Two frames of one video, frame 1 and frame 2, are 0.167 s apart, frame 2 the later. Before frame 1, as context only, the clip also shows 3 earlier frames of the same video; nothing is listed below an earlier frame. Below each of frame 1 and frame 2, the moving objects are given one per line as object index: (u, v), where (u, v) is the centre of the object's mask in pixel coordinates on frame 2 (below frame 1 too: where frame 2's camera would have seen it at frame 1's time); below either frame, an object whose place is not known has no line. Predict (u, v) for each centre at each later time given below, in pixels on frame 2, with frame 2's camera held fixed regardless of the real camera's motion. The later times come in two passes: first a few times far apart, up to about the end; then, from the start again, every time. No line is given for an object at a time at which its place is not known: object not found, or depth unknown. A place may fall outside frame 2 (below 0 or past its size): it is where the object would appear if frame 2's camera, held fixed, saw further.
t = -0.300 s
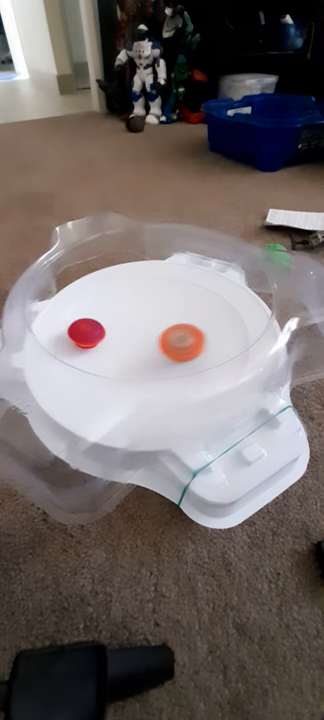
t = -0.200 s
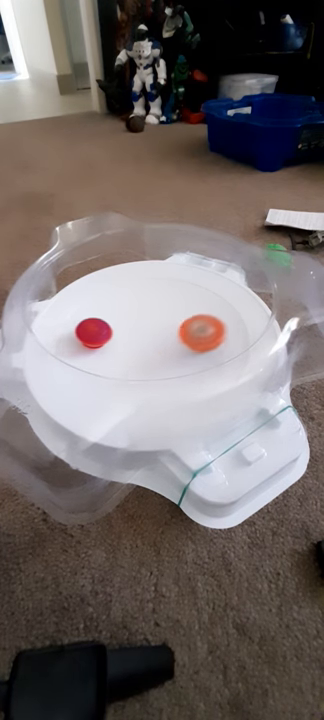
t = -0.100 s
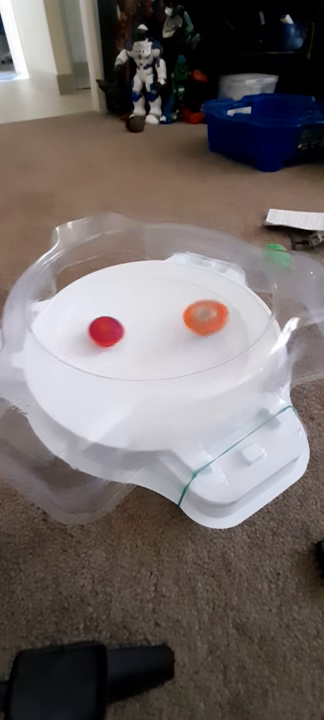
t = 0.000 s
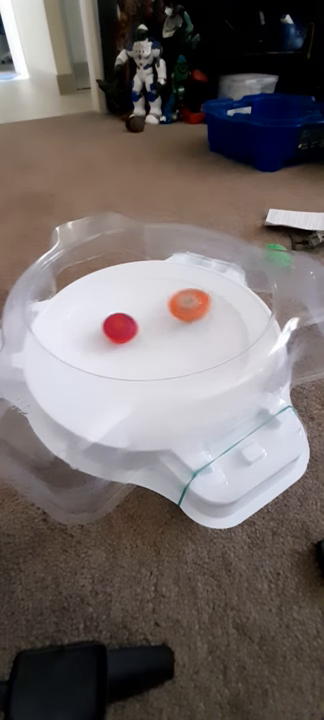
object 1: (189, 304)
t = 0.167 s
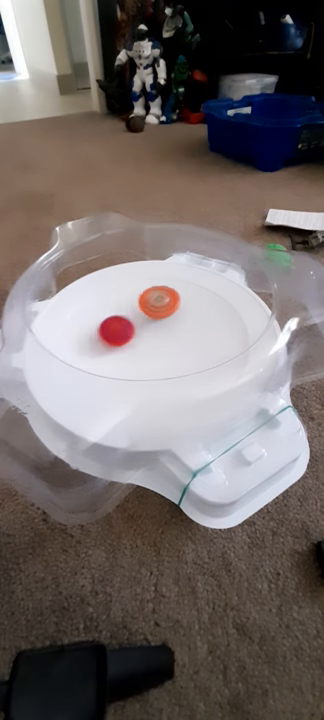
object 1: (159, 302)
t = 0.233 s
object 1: (156, 304)
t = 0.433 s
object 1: (156, 319)
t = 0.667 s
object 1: (185, 315)
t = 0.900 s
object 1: (173, 311)
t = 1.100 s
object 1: (159, 321)
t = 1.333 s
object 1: (157, 329)
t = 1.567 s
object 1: (158, 321)
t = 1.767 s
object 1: (152, 321)
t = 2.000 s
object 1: (151, 311)
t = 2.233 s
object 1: (160, 302)
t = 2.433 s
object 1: (158, 292)
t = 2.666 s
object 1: (155, 309)
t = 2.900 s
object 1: (184, 314)
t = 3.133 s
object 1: (191, 312)
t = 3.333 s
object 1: (204, 305)
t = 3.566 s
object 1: (180, 317)
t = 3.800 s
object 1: (180, 325)
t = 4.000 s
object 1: (173, 328)
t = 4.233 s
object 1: (155, 339)
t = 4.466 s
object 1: (164, 353)
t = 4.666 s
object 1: (173, 346)
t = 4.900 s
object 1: (154, 330)
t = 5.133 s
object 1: (126, 325)
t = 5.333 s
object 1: (113, 329)
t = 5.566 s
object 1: (125, 324)
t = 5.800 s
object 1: (136, 312)
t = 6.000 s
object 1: (146, 307)
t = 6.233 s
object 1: (163, 310)
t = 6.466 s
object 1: (174, 320)
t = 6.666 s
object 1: (174, 330)
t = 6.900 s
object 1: (153, 346)
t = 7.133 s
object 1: (139, 348)
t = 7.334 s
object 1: (134, 341)
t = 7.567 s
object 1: (138, 324)
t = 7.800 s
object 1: (148, 314)
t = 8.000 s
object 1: (157, 314)
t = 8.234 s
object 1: (164, 322)
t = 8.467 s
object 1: (161, 334)
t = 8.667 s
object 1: (150, 338)
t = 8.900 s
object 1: (141, 334)
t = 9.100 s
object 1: (141, 328)
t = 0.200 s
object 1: (157, 302)
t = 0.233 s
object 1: (156, 304)
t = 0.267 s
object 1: (154, 306)
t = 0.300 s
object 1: (152, 309)
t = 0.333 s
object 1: (151, 312)
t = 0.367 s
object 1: (150, 315)
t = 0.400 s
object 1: (151, 318)
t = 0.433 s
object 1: (156, 319)
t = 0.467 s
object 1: (162, 320)
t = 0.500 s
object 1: (166, 320)
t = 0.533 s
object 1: (171, 320)
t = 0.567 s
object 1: (176, 320)
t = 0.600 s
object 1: (180, 319)
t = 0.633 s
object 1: (183, 317)
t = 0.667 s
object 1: (185, 315)
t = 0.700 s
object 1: (186, 313)
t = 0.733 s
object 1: (186, 311)
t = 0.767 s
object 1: (185, 309)
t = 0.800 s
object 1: (184, 308)
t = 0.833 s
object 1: (181, 308)
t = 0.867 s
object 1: (177, 309)
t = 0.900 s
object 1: (173, 311)
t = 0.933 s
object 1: (169, 313)
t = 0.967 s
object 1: (164, 316)
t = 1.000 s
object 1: (161, 319)
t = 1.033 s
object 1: (160, 320)
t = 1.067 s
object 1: (159, 320)
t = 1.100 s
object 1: (159, 321)
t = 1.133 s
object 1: (159, 322)
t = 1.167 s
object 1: (158, 324)
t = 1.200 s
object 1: (158, 325)
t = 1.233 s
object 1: (158, 326)
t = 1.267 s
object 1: (157, 327)
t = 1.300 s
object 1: (157, 328)
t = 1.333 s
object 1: (157, 329)
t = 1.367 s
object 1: (158, 329)
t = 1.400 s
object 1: (160, 327)
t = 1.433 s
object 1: (160, 325)
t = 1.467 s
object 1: (160, 324)
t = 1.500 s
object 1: (159, 323)
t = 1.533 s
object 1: (158, 322)
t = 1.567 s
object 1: (158, 321)
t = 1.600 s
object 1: (156, 321)
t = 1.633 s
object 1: (155, 321)
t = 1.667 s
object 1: (154, 321)
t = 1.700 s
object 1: (153, 321)
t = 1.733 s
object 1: (152, 322)
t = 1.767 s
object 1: (152, 321)
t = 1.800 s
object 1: (155, 318)
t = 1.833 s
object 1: (156, 316)
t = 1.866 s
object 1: (156, 314)
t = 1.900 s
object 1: (155, 312)
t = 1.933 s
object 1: (154, 311)
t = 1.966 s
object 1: (152, 311)
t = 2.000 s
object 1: (151, 311)
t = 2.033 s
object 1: (150, 311)
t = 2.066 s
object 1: (148, 312)
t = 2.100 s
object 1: (147, 313)
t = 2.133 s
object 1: (148, 313)
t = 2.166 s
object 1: (153, 309)
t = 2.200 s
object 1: (157, 305)
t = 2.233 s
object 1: (160, 302)
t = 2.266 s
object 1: (161, 300)
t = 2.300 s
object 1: (161, 297)
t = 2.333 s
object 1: (161, 295)
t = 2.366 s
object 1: (161, 293)
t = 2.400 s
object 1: (159, 292)
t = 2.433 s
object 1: (158, 292)
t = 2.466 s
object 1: (156, 293)
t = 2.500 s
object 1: (155, 294)
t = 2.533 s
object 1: (154, 296)
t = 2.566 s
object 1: (154, 299)
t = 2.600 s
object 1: (154, 302)
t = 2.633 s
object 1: (154, 305)
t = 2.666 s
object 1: (155, 309)
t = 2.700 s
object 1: (157, 313)
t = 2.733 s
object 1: (162, 314)
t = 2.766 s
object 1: (169, 314)
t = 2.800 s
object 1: (175, 314)
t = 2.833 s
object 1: (179, 314)
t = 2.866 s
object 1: (182, 314)
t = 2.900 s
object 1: (184, 314)
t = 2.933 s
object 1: (186, 313)
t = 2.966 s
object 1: (188, 312)
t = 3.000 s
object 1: (189, 311)
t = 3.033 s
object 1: (190, 310)
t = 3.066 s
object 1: (191, 310)
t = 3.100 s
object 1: (191, 311)
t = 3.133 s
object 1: (191, 312)
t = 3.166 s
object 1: (194, 312)
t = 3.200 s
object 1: (199, 310)
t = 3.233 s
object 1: (202, 308)
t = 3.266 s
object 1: (204, 307)
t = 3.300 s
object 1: (204, 306)
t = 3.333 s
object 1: (204, 305)
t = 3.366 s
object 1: (202, 305)
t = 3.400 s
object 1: (200, 306)
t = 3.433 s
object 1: (197, 307)
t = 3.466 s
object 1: (193, 309)
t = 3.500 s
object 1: (189, 311)
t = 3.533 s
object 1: (184, 314)
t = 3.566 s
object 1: (180, 317)
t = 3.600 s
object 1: (175, 321)
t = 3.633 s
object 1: (170, 325)
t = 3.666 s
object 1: (170, 326)
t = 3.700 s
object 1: (175, 325)
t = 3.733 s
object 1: (178, 325)
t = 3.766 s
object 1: (179, 325)
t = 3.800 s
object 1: (180, 325)
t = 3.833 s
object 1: (180, 326)
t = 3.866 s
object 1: (179, 326)
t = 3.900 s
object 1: (178, 326)
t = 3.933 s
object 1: (177, 327)
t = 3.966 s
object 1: (175, 327)
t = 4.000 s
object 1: (173, 328)
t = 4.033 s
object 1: (171, 329)
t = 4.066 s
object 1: (168, 330)
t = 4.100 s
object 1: (166, 332)
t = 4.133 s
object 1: (163, 333)
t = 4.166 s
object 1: (160, 335)
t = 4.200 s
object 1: (157, 337)
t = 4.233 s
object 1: (155, 339)
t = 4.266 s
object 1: (153, 341)
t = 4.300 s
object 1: (151, 343)
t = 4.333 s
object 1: (152, 346)
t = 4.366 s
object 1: (154, 349)
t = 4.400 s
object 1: (158, 351)
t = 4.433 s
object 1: (161, 352)
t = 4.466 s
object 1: (164, 353)
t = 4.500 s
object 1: (167, 353)
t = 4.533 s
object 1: (170, 353)
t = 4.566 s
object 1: (171, 352)
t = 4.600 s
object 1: (172, 350)
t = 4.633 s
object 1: (173, 348)
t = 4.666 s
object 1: (173, 346)
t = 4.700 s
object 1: (172, 344)
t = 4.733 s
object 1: (171, 342)
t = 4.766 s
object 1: (169, 339)
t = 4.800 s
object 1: (166, 337)
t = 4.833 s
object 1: (162, 334)
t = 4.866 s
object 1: (158, 332)
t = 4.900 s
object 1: (154, 330)
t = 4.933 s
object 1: (150, 329)
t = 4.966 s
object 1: (146, 328)
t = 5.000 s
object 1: (141, 327)
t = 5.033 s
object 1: (137, 326)
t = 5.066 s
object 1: (133, 326)
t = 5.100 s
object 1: (130, 325)
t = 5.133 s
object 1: (126, 325)
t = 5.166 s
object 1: (123, 325)
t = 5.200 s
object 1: (120, 326)
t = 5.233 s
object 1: (118, 326)
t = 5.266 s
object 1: (115, 327)
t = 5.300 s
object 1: (114, 328)
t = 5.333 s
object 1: (113, 329)
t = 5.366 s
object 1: (113, 330)
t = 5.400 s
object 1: (114, 331)
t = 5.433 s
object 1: (116, 332)
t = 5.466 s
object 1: (118, 332)
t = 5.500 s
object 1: (121, 332)
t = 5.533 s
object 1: (123, 328)
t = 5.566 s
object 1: (125, 324)
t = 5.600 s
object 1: (127, 322)
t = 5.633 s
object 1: (130, 319)
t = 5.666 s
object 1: (131, 317)
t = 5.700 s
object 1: (133, 315)
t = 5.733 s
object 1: (134, 314)
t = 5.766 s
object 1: (135, 313)
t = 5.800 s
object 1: (136, 312)
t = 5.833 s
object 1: (137, 311)
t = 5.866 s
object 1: (139, 310)
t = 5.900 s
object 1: (140, 309)
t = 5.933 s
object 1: (142, 308)
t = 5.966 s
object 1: (144, 308)
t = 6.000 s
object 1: (146, 307)
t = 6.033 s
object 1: (148, 307)
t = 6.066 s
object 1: (150, 307)
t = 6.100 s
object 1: (152, 307)
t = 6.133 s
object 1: (155, 308)
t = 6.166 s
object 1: (157, 308)
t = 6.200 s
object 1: (160, 309)
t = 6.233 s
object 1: (163, 310)
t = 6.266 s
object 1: (166, 311)
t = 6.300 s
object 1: (168, 313)
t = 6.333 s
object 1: (170, 314)
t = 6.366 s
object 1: (171, 316)
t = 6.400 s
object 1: (173, 317)
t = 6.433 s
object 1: (173, 319)
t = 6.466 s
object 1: (174, 320)
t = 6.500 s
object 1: (175, 322)
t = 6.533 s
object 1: (175, 323)
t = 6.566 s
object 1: (175, 325)
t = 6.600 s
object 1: (175, 327)
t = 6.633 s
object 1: (174, 329)
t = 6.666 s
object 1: (174, 330)
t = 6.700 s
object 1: (172, 332)
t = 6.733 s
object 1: (171, 334)
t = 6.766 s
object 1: (169, 335)
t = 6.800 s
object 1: (166, 338)
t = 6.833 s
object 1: (162, 341)
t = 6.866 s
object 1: (157, 344)
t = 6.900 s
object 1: (153, 346)
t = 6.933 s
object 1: (149, 348)
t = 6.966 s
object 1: (146, 349)
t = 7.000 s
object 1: (144, 349)
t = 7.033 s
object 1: (143, 349)
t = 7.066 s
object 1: (141, 349)
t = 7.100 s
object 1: (140, 348)
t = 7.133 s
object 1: (139, 348)
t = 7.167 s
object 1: (138, 347)
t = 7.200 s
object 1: (137, 346)
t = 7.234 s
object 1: (136, 345)
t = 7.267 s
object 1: (135, 344)
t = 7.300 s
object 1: (134, 343)
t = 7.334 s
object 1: (134, 341)
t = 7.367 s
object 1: (133, 340)
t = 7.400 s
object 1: (132, 338)
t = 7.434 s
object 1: (133, 334)
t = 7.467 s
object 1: (134, 331)
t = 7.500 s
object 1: (135, 328)
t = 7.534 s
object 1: (137, 326)
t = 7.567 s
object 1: (138, 324)
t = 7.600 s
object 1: (140, 321)
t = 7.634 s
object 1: (141, 320)
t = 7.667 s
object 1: (142, 318)
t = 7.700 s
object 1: (144, 317)
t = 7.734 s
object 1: (145, 316)
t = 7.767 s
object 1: (146, 315)
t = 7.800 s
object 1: (148, 314)
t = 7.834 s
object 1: (149, 314)
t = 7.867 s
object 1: (150, 314)
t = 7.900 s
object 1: (152, 313)
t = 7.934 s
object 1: (153, 314)
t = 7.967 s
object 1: (155, 314)
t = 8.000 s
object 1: (157, 314)
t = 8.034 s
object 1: (158, 315)
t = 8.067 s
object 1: (159, 316)
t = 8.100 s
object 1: (161, 317)
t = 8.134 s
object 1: (162, 318)
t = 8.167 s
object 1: (163, 319)
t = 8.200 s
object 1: (164, 321)
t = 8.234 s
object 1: (164, 322)
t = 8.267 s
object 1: (165, 324)
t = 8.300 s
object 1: (165, 326)
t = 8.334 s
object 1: (165, 327)
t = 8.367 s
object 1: (164, 329)
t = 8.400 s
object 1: (164, 331)
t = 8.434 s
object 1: (162, 333)
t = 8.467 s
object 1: (161, 334)
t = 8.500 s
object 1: (159, 335)
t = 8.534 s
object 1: (157, 336)
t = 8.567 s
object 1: (155, 337)
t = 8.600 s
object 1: (153, 337)
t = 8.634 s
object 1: (152, 337)
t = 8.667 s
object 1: (150, 338)
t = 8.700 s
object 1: (148, 338)
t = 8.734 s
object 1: (147, 337)
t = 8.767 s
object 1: (145, 337)
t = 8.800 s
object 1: (144, 336)
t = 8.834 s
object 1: (142, 336)
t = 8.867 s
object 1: (142, 335)
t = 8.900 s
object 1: (141, 334)
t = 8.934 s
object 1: (141, 333)
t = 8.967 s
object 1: (141, 332)
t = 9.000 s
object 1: (141, 331)
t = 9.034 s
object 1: (140, 330)
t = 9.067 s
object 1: (140, 329)
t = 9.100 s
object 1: (141, 328)
